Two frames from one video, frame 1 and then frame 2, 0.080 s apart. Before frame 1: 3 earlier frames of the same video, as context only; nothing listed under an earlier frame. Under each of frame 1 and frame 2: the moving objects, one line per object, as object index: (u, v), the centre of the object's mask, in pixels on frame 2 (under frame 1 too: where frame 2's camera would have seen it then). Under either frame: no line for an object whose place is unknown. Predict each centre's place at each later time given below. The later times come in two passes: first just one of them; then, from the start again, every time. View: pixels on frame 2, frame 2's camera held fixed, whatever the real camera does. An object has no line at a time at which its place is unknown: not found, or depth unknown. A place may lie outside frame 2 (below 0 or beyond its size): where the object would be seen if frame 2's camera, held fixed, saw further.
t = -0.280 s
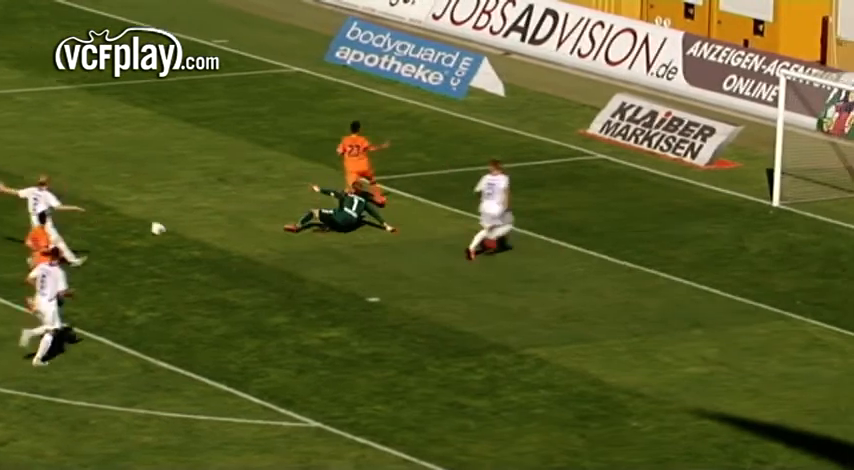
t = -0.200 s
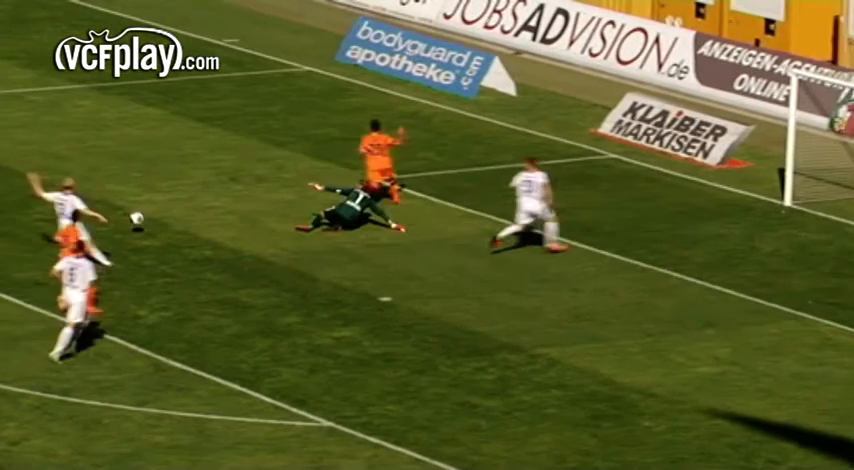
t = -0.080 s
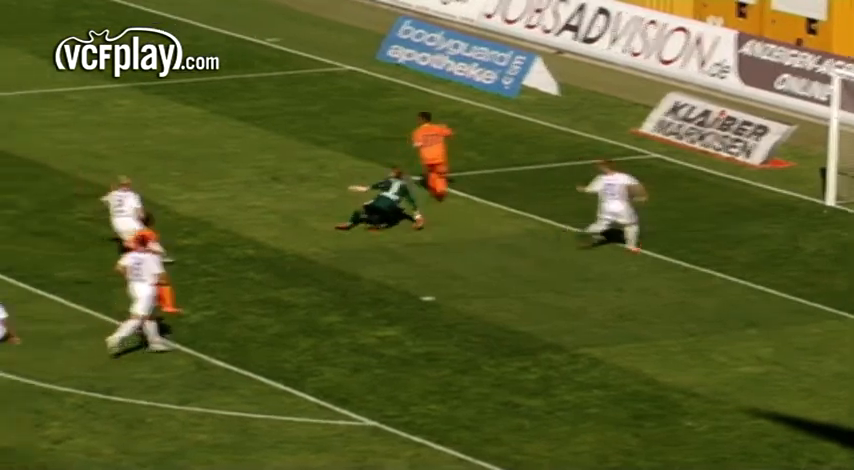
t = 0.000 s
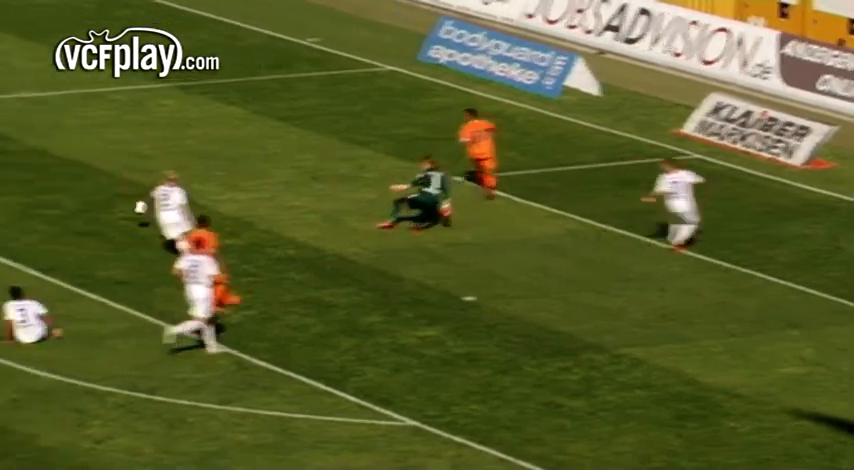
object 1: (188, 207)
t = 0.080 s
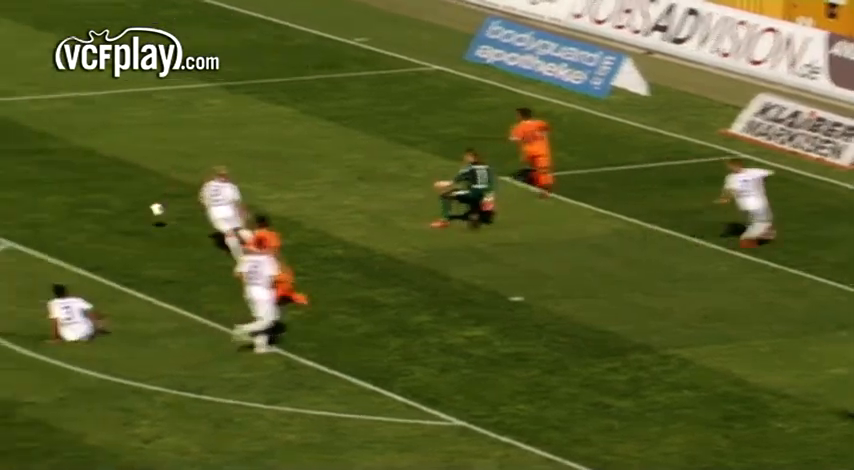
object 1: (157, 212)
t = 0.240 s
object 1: (95, 223)
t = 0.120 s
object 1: (142, 214)
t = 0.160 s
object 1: (126, 217)
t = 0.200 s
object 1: (110, 220)
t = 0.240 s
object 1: (95, 223)
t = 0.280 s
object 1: (85, 221)
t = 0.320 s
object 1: (76, 219)
